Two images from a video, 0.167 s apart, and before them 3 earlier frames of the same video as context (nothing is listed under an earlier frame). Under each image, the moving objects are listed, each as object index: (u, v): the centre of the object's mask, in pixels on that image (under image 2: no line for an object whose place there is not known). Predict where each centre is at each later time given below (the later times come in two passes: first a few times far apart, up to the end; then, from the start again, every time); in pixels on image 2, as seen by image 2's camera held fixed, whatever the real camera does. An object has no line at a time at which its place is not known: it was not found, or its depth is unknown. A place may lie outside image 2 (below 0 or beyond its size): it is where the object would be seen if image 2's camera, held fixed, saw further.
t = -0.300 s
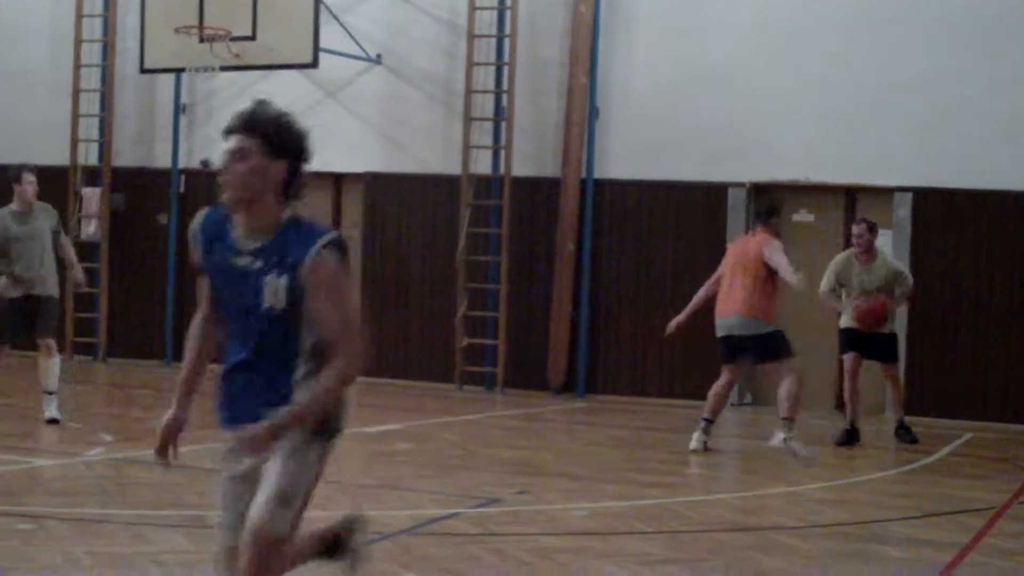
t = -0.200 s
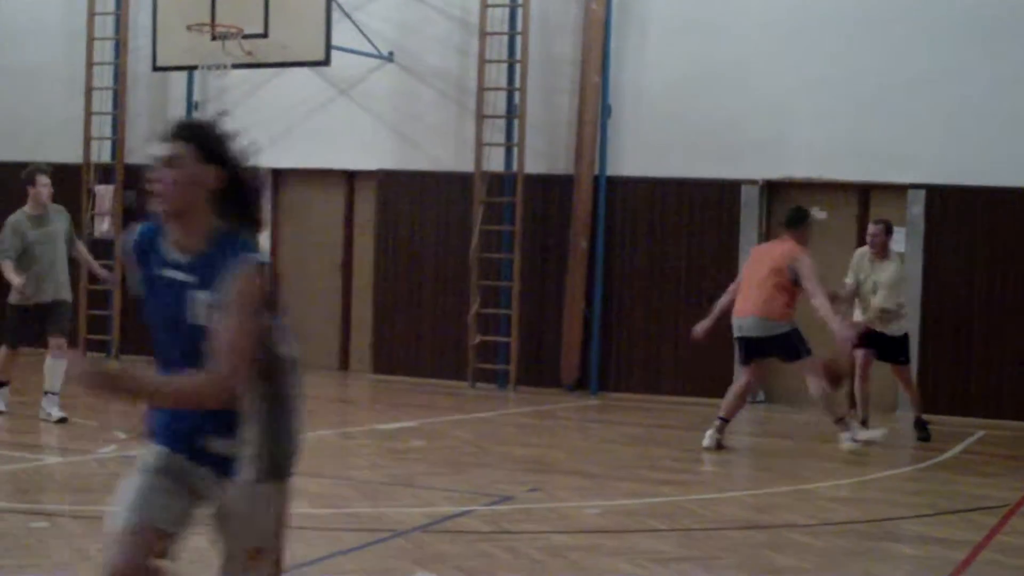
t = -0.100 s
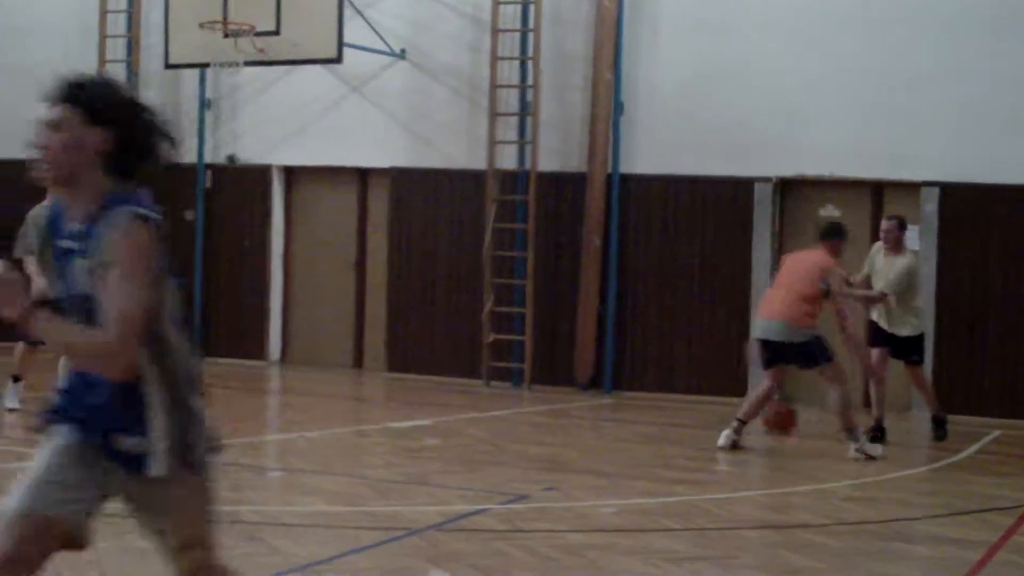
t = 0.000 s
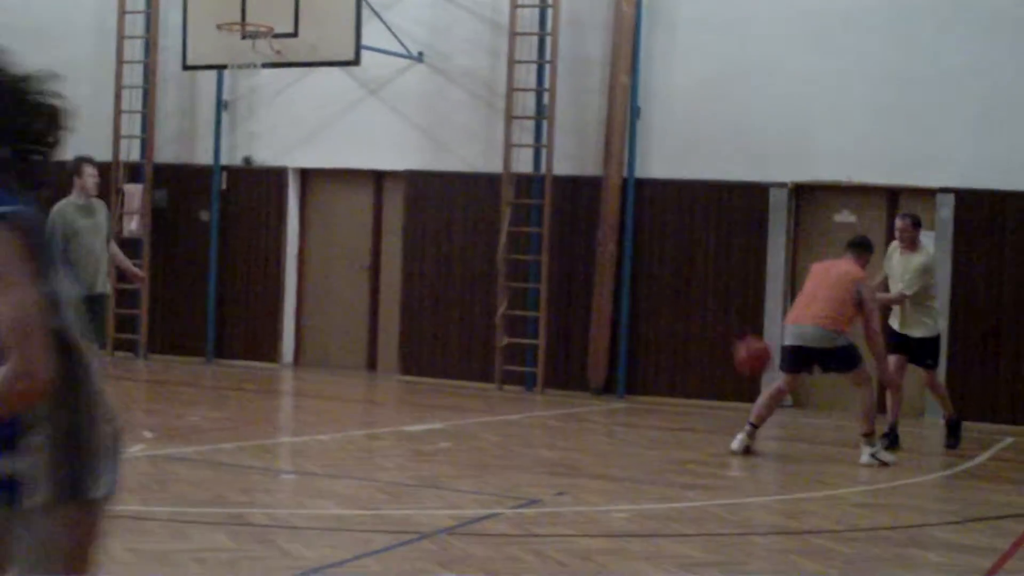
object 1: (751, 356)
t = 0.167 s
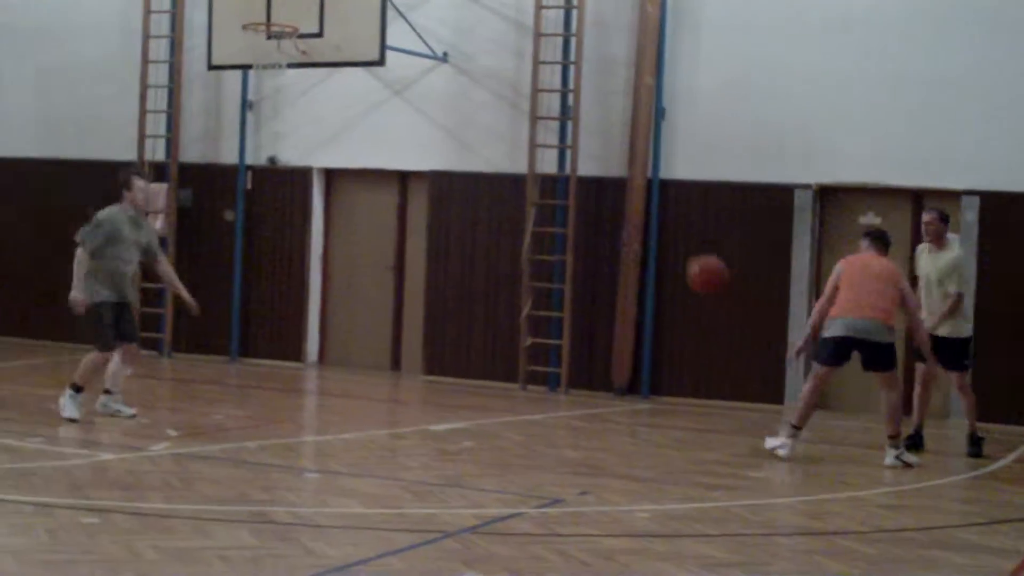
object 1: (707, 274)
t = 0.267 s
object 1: (662, 242)
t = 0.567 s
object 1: (500, 240)
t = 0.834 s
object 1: (332, 384)
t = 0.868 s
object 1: (309, 412)
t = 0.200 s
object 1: (692, 261)
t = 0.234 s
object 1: (677, 251)
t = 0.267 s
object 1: (662, 242)
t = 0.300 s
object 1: (643, 233)
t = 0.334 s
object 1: (627, 228)
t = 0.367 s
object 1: (609, 223)
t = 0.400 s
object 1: (594, 222)
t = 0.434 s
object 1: (575, 218)
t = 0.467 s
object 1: (557, 221)
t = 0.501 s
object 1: (539, 226)
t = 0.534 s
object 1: (519, 231)
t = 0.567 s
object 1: (500, 240)
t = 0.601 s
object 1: (482, 247)
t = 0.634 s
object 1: (462, 258)
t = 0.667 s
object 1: (443, 271)
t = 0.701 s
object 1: (421, 288)
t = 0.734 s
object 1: (401, 308)
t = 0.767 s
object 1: (380, 330)
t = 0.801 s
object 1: (358, 356)
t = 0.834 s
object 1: (332, 384)
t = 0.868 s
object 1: (309, 412)
